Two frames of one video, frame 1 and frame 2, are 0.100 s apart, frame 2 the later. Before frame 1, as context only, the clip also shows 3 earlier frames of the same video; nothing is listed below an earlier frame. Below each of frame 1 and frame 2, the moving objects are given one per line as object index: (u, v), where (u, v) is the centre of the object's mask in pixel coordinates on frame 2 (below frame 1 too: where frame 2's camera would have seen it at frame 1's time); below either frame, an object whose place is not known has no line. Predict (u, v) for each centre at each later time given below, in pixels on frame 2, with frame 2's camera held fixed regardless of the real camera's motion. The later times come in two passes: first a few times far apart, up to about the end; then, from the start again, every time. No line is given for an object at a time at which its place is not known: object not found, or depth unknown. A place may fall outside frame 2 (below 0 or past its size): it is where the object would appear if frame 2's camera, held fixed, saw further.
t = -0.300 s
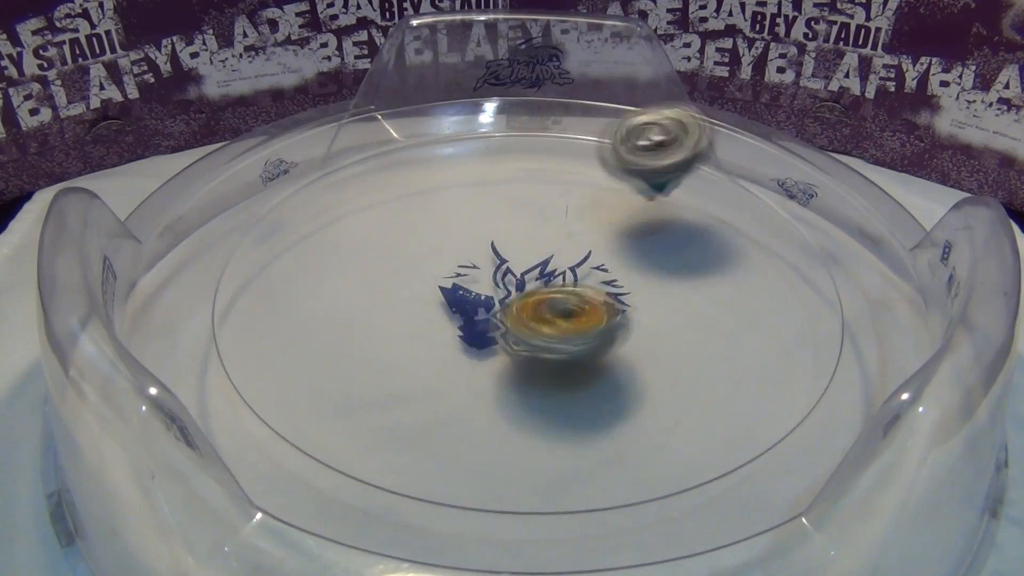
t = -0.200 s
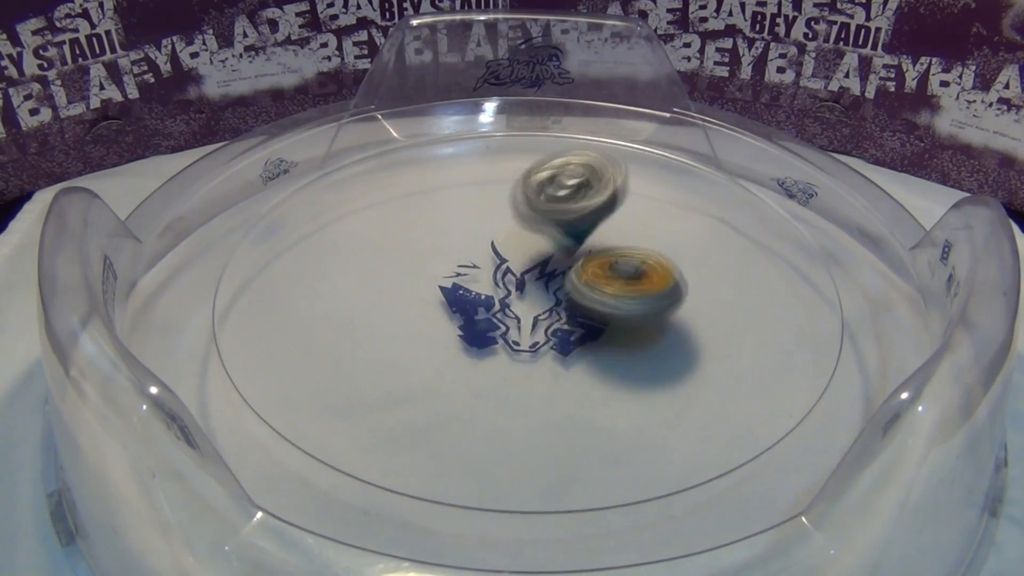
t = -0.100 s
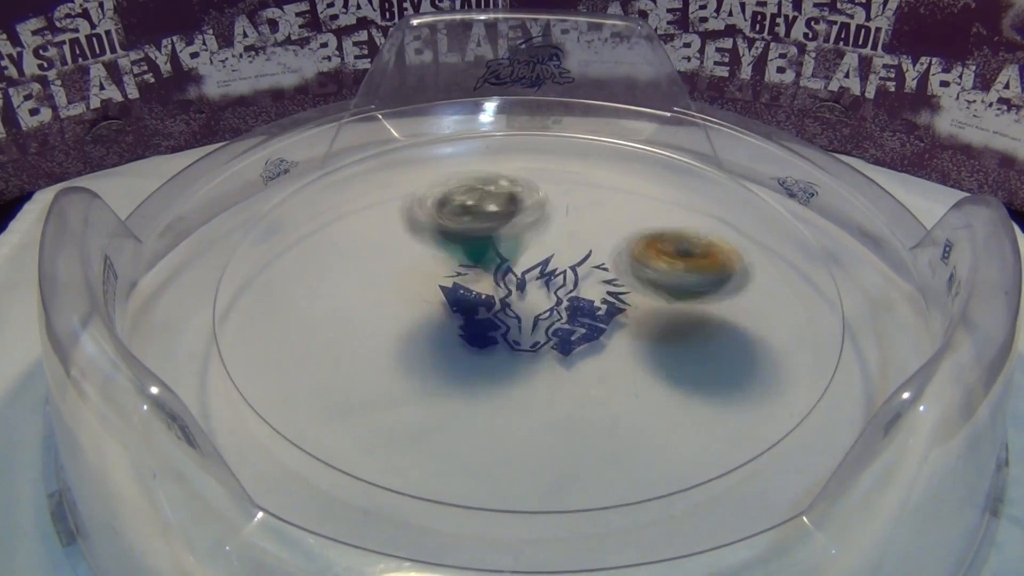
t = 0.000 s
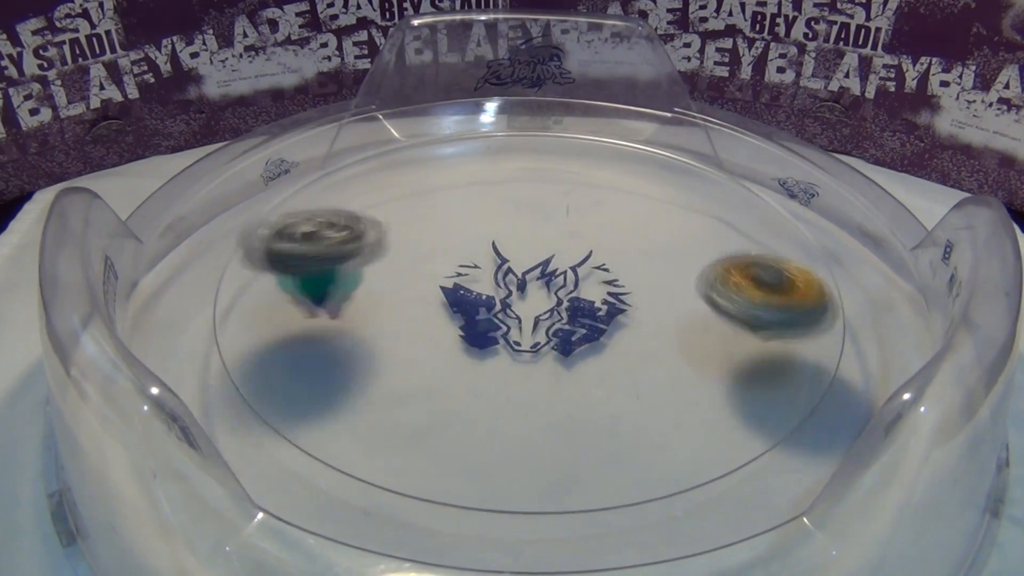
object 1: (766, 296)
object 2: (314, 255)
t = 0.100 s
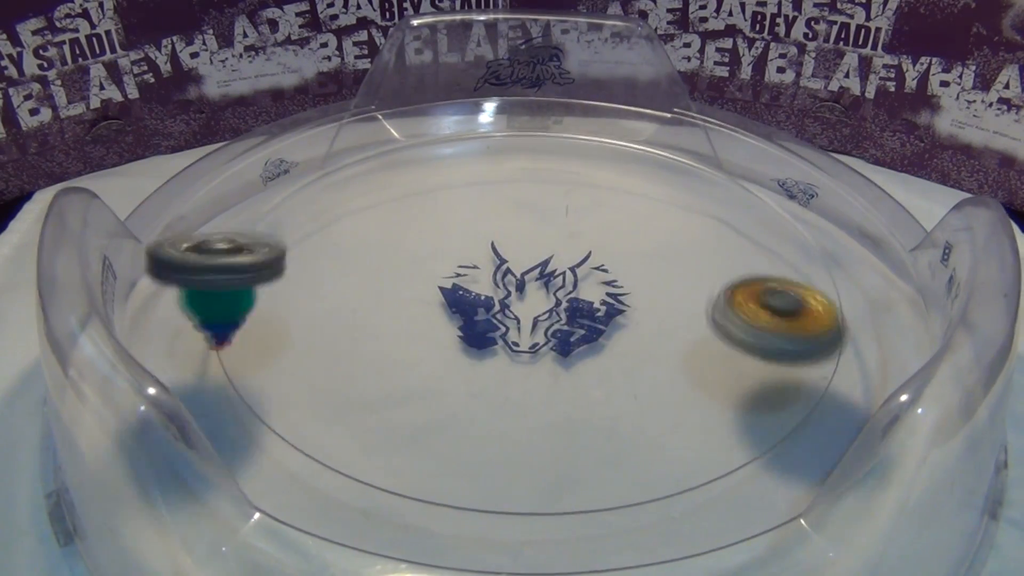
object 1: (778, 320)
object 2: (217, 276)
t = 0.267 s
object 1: (643, 322)
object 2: (186, 320)
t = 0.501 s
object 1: (445, 265)
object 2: (404, 333)
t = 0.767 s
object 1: (414, 298)
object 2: (562, 181)
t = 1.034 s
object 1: (497, 309)
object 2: (478, 111)
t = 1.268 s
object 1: (513, 295)
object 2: (504, 187)
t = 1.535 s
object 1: (538, 347)
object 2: (602, 227)
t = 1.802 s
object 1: (519, 275)
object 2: (667, 226)
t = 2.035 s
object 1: (352, 242)
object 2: (676, 229)
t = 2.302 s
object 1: (451, 276)
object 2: (535, 328)
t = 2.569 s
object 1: (549, 265)
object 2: (559, 369)
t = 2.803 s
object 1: (558, 237)
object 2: (475, 274)
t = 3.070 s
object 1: (517, 266)
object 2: (342, 227)
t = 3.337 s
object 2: (401, 243)
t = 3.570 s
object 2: (520, 239)
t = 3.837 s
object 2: (579, 192)
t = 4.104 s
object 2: (603, 236)
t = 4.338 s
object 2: (662, 244)
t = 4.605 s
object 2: (596, 277)
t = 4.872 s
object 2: (679, 250)
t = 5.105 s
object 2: (543, 240)
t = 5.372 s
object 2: (471, 225)
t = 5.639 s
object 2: (541, 219)
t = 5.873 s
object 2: (639, 206)
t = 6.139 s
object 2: (657, 230)
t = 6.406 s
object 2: (618, 288)
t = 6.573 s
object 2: (570, 320)
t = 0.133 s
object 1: (762, 321)
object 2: (217, 287)
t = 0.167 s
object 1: (739, 329)
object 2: (210, 296)
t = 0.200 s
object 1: (708, 332)
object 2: (199, 306)
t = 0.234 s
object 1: (676, 331)
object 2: (182, 314)
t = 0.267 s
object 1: (643, 322)
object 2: (186, 320)
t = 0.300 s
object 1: (609, 317)
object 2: (195, 326)
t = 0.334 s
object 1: (568, 308)
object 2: (211, 331)
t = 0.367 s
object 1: (533, 300)
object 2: (239, 335)
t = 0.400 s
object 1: (502, 290)
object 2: (273, 340)
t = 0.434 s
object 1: (479, 282)
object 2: (318, 341)
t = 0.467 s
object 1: (461, 275)
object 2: (363, 338)
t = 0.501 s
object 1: (445, 265)
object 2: (404, 333)
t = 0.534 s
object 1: (429, 258)
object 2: (438, 325)
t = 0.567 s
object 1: (409, 260)
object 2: (476, 309)
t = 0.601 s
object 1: (405, 269)
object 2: (502, 290)
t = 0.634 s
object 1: (408, 272)
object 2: (529, 265)
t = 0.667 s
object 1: (406, 278)
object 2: (542, 247)
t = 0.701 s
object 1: (405, 285)
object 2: (554, 222)
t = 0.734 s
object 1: (408, 291)
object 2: (560, 201)
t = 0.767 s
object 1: (414, 298)
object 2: (562, 181)
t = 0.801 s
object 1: (422, 304)
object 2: (560, 160)
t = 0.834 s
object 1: (433, 309)
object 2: (553, 141)
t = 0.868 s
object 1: (446, 312)
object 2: (542, 124)
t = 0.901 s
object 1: (458, 313)
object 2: (531, 109)
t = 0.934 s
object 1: (469, 313)
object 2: (520, 99)
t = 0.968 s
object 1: (480, 313)
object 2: (507, 95)
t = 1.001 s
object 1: (490, 310)
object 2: (489, 103)
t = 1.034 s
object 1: (497, 309)
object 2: (478, 111)
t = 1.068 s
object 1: (502, 304)
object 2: (471, 121)
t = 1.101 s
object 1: (505, 299)
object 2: (464, 136)
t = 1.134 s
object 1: (507, 293)
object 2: (460, 156)
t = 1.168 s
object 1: (510, 288)
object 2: (464, 179)
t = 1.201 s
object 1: (514, 283)
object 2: (471, 197)
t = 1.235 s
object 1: (515, 288)
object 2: (485, 194)
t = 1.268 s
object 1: (513, 295)
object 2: (504, 187)
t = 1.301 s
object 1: (513, 316)
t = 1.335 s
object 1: (513, 329)
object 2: (538, 219)
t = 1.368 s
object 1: (513, 337)
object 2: (550, 211)
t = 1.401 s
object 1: (517, 344)
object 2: (560, 217)
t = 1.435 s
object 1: (521, 349)
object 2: (570, 219)
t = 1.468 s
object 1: (526, 351)
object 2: (579, 224)
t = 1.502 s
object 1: (531, 352)
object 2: (588, 225)
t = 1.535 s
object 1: (538, 347)
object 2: (602, 227)
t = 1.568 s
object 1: (546, 343)
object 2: (615, 227)
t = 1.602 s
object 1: (553, 336)
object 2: (628, 225)
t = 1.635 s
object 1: (559, 325)
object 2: (637, 225)
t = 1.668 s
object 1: (562, 315)
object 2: (642, 224)
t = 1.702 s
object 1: (564, 306)
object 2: (643, 224)
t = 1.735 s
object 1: (565, 296)
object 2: (640, 225)
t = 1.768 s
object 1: (558, 286)
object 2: (638, 228)
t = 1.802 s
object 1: (519, 275)
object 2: (667, 226)
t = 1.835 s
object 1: (473, 269)
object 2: (690, 227)
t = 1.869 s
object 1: (434, 260)
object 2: (699, 226)
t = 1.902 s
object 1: (403, 253)
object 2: (702, 225)
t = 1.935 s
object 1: (380, 248)
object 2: (703, 224)
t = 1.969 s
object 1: (363, 243)
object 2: (700, 224)
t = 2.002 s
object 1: (354, 241)
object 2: (690, 225)
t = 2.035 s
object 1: (352, 242)
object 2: (676, 229)
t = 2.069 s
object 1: (357, 247)
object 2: (660, 236)
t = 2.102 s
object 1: (368, 254)
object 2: (643, 243)
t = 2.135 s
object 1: (380, 259)
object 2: (623, 254)
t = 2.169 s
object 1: (393, 265)
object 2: (603, 266)
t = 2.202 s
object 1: (408, 271)
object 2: (583, 284)
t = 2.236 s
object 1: (424, 274)
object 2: (567, 295)
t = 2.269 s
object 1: (438, 278)
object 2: (549, 311)
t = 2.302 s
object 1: (451, 276)
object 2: (535, 328)
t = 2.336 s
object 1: (466, 275)
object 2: (528, 341)
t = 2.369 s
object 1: (483, 277)
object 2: (522, 354)
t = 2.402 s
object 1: (499, 277)
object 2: (522, 365)
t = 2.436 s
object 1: (512, 278)
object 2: (526, 374)
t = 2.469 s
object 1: (523, 275)
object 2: (535, 380)
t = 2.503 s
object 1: (533, 272)
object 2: (544, 381)
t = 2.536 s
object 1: (541, 269)
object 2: (553, 377)
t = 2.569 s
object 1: (549, 265)
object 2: (559, 369)
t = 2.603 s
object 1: (556, 260)
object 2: (561, 359)
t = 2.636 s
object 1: (561, 257)
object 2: (557, 346)
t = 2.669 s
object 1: (562, 250)
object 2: (549, 332)
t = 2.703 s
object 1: (564, 243)
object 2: (533, 317)
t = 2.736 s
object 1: (565, 240)
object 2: (516, 302)
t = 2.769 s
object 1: (561, 236)
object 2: (496, 287)
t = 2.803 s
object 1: (558, 237)
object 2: (475, 274)
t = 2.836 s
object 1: (551, 242)
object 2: (453, 261)
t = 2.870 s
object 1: (541, 245)
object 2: (433, 247)
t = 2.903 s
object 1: (536, 248)
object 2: (413, 238)
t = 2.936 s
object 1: (531, 252)
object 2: (393, 230)
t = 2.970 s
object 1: (526, 255)
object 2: (373, 224)
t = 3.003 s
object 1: (522, 259)
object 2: (356, 222)
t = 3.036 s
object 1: (519, 262)
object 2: (346, 223)
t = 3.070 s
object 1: (517, 266)
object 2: (342, 227)
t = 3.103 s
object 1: (515, 268)
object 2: (345, 233)
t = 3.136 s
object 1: (514, 272)
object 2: (357, 241)
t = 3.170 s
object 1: (514, 274)
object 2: (376, 248)
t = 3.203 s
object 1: (515, 275)
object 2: (400, 253)
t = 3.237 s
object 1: (524, 276)
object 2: (424, 251)
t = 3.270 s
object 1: (572, 270)
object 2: (413, 244)
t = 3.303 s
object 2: (402, 243)
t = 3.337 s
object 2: (401, 243)
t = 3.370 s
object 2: (408, 245)
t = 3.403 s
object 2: (423, 248)
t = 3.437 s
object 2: (440, 249)
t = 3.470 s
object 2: (460, 249)
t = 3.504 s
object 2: (481, 246)
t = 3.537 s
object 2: (502, 243)
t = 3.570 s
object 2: (520, 239)
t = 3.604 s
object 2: (538, 232)
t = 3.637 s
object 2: (553, 224)
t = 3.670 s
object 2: (565, 217)
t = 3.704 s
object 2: (574, 209)
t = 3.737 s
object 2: (580, 201)
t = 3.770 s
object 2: (583, 196)
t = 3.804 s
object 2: (583, 193)
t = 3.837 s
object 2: (579, 192)
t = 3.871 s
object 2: (574, 193)
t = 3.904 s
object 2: (569, 198)
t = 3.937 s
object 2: (565, 204)
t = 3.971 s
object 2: (561, 213)
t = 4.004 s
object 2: (559, 224)
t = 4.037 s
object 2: (563, 228)
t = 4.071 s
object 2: (586, 228)
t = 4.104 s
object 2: (603, 236)
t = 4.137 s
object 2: (608, 237)
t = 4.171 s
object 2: (615, 240)
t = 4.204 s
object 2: (623, 242)
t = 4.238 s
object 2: (635, 244)
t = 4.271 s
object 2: (648, 245)
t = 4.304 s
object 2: (657, 244)
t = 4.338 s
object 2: (662, 244)
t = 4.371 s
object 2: (664, 244)
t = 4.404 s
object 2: (661, 245)
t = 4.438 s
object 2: (656, 247)
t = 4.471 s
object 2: (645, 250)
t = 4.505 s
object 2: (630, 256)
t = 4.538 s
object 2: (619, 263)
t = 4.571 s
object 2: (601, 273)
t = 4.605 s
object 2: (596, 277)
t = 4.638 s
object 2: (624, 271)
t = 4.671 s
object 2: (650, 281)
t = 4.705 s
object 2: (675, 281)
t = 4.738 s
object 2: (685, 276)
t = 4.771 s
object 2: (688, 272)
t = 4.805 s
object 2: (690, 265)
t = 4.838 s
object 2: (687, 256)
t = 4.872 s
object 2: (679, 250)
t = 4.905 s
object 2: (665, 244)
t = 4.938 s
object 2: (649, 239)
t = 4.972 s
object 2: (627, 238)
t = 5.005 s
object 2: (607, 238)
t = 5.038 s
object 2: (586, 237)
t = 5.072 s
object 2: (563, 239)
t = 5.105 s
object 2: (543, 240)
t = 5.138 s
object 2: (530, 241)
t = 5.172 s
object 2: (537, 236)
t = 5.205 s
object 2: (534, 230)
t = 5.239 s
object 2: (525, 224)
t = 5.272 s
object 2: (511, 222)
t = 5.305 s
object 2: (497, 220)
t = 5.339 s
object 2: (484, 222)
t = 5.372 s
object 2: (471, 225)
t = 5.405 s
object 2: (462, 229)
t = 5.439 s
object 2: (466, 223)
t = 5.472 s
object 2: (476, 229)
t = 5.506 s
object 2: (487, 226)
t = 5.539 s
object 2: (497, 225)
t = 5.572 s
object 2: (510, 223)
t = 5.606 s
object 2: (526, 220)
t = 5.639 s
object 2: (541, 219)
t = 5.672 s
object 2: (555, 219)
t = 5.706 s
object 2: (568, 220)
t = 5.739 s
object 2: (581, 220)
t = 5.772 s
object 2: (593, 221)
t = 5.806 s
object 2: (610, 218)
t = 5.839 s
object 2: (627, 211)
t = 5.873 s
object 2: (639, 206)
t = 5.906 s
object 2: (647, 204)
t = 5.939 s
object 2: (658, 203)
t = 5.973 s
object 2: (664, 202)
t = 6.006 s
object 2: (669, 205)
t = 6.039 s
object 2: (670, 209)
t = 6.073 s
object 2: (669, 214)
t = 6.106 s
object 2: (663, 221)
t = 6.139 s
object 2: (657, 230)
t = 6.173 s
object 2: (648, 238)
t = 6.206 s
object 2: (642, 246)
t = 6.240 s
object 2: (645, 250)
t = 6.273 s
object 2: (644, 258)
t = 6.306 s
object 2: (640, 265)
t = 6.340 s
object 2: (635, 274)
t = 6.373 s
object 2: (627, 281)
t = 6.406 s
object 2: (618, 288)
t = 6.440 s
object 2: (606, 294)
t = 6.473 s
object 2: (593, 300)
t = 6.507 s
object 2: (579, 304)
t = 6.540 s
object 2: (567, 306)
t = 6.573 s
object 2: (570, 320)
